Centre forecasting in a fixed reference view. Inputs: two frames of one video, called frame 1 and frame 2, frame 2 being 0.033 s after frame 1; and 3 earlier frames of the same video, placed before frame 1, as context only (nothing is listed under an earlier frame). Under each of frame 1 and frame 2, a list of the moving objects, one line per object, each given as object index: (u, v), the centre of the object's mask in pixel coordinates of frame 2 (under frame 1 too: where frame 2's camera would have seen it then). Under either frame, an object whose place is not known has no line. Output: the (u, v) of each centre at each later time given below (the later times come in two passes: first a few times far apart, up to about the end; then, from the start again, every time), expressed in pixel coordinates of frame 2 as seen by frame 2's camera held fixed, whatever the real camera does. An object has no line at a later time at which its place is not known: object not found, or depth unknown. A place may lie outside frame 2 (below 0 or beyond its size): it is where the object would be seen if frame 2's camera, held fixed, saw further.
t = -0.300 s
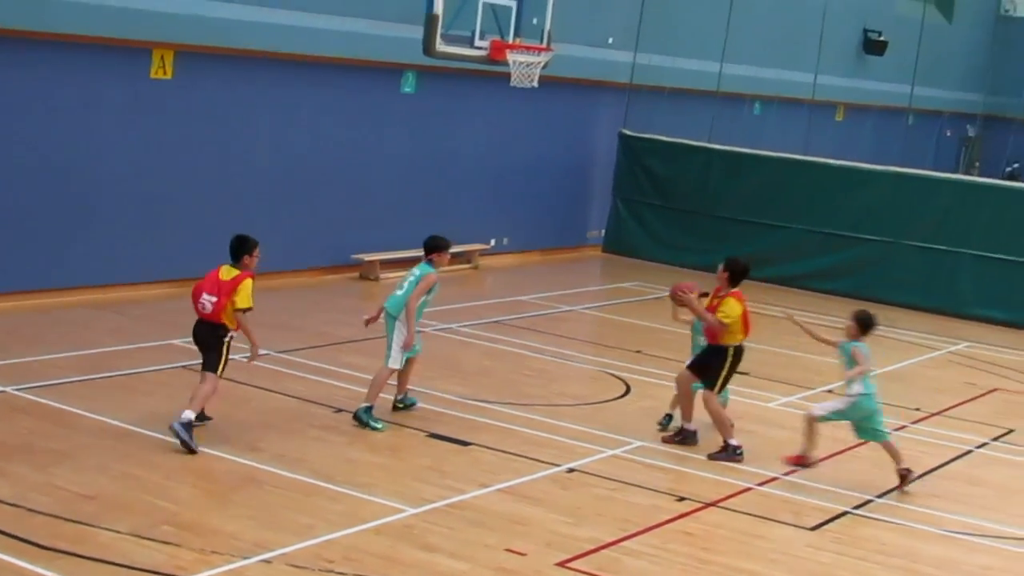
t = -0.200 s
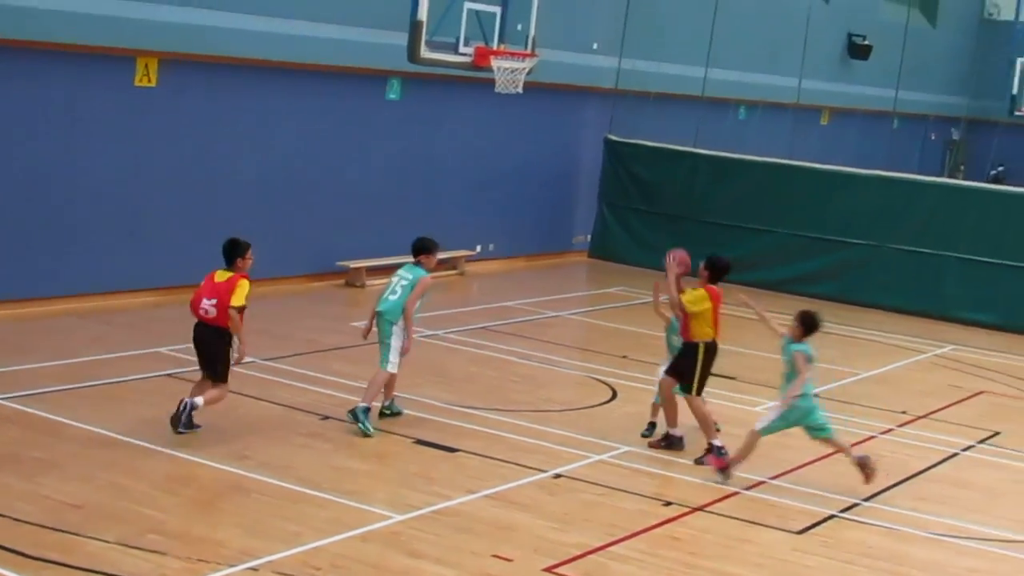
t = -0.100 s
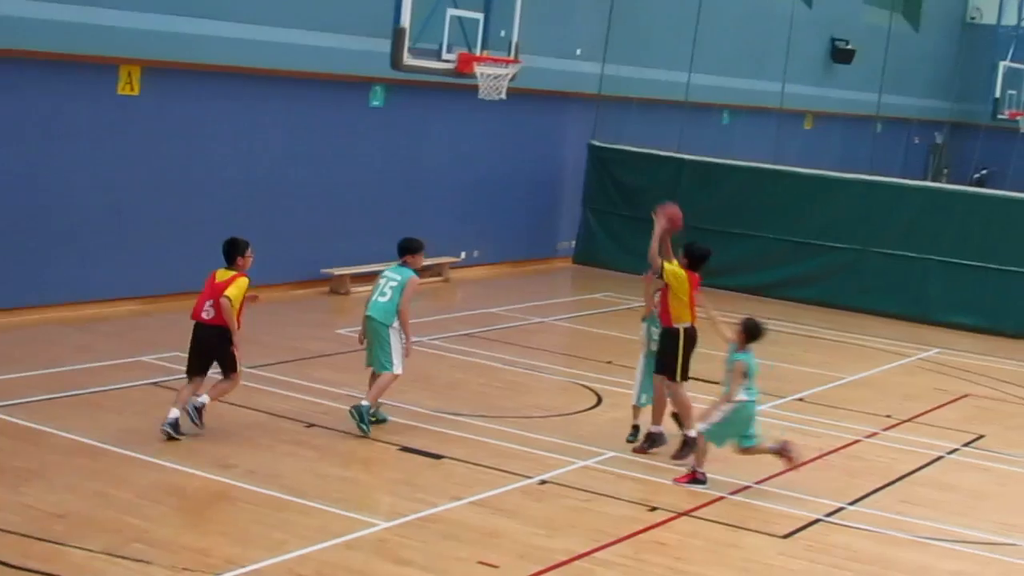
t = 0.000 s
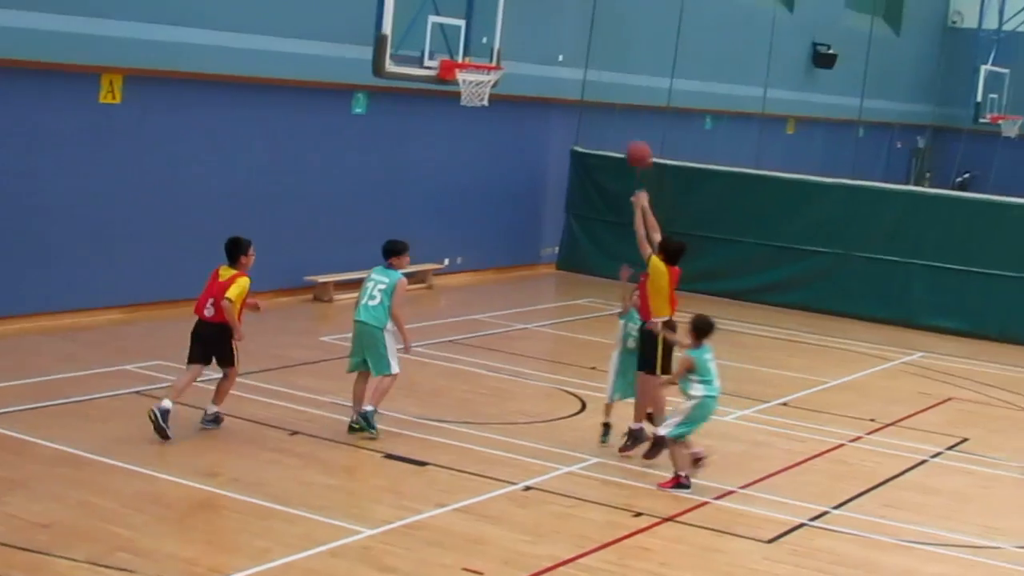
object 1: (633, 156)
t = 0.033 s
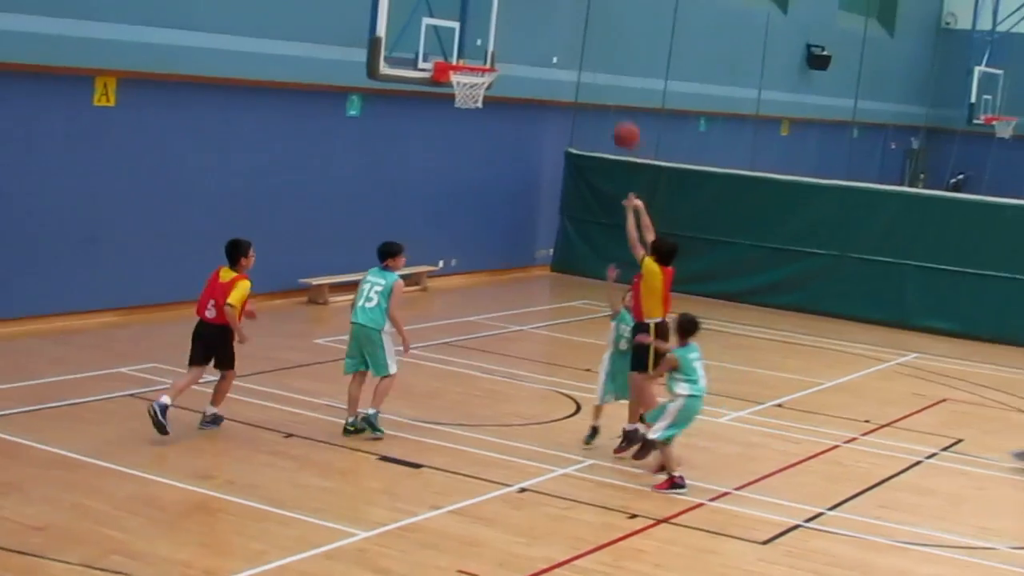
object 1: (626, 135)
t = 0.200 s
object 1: (594, 54)
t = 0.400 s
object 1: (555, 4)
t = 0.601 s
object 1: (514, 1)
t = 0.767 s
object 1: (479, 33)
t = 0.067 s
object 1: (620, 117)
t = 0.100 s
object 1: (613, 98)
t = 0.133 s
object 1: (606, 82)
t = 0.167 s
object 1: (600, 67)
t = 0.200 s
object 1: (594, 54)
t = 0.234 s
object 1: (587, 42)
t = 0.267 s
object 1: (581, 32)
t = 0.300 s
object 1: (575, 23)
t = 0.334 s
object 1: (568, 15)
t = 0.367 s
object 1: (562, 9)
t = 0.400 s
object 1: (555, 4)
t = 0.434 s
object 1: (548, 0)
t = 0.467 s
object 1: (541, -2)
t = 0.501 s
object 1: (535, -3)
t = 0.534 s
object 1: (528, -3)
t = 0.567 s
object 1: (521, -1)
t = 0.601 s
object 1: (514, 1)
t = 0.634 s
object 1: (507, 5)
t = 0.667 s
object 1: (501, 10)
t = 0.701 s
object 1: (493, 17)
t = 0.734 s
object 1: (486, 24)
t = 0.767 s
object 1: (479, 33)
